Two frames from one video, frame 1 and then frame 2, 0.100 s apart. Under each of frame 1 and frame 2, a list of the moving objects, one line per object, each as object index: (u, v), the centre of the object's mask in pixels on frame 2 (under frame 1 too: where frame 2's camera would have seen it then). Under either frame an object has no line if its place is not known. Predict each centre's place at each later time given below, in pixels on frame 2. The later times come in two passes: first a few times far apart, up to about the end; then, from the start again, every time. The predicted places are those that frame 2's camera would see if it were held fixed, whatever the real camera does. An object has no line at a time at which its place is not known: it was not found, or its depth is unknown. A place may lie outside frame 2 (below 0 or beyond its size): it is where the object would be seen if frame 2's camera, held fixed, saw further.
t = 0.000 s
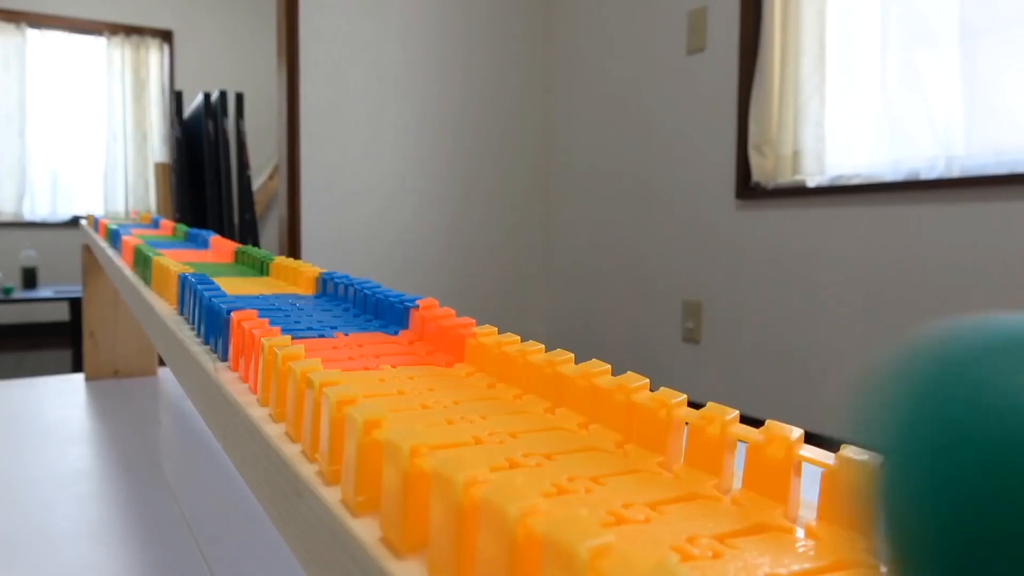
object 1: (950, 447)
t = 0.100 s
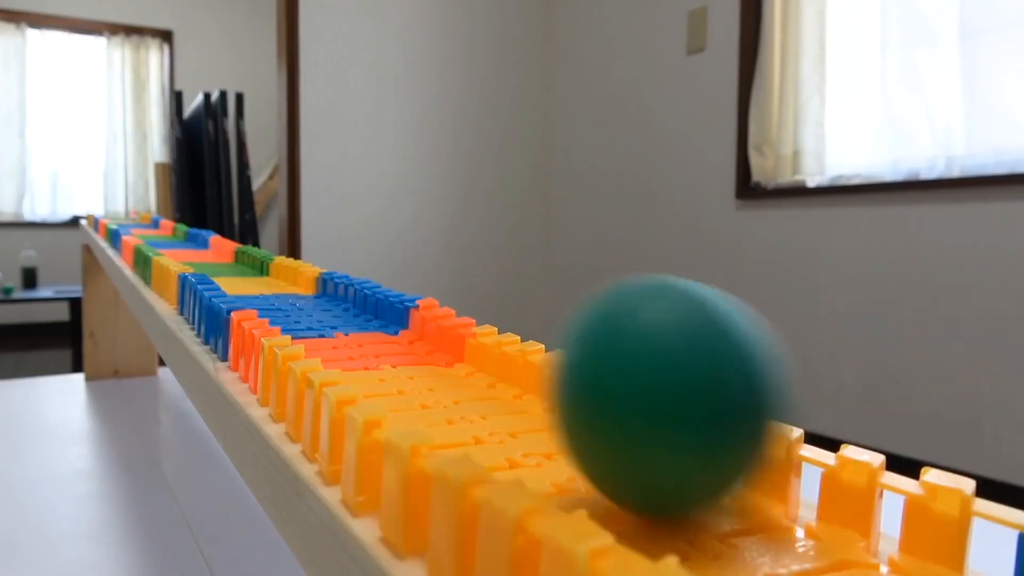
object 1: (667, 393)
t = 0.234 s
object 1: (457, 319)
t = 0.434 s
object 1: (312, 269)
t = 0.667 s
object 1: (236, 248)
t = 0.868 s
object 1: (197, 236)
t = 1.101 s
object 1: (169, 227)
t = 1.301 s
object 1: (154, 221)
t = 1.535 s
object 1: (140, 217)
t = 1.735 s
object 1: (131, 214)
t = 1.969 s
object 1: (122, 211)
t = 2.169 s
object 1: (119, 208)
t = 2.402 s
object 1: (122, 209)
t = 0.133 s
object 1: (602, 370)
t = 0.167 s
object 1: (553, 348)
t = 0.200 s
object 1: (502, 331)
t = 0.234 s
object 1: (457, 319)
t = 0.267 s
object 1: (422, 309)
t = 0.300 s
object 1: (395, 300)
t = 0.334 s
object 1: (371, 290)
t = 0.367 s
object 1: (349, 280)
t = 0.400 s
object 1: (329, 274)
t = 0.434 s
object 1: (312, 269)
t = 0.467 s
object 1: (297, 263)
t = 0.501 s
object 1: (285, 259)
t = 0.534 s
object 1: (275, 256)
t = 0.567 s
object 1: (264, 254)
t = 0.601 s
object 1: (254, 252)
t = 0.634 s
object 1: (244, 249)
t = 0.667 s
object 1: (236, 248)
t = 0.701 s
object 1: (229, 246)
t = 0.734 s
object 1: (222, 243)
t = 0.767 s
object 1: (215, 242)
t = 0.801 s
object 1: (209, 240)
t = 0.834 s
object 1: (202, 237)
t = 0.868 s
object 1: (197, 236)
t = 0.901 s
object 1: (193, 233)
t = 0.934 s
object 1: (189, 233)
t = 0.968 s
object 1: (184, 232)
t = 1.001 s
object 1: (180, 230)
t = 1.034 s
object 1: (175, 229)
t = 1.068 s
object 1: (172, 228)
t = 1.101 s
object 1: (169, 227)
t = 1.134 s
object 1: (166, 225)
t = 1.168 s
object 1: (164, 224)
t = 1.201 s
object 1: (161, 223)
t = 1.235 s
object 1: (158, 221)
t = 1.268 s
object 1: (156, 220)
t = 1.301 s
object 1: (154, 221)
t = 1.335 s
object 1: (153, 221)
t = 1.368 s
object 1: (151, 220)
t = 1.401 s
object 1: (148, 220)
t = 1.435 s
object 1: (147, 220)
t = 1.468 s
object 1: (144, 219)
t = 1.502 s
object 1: (142, 218)
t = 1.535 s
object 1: (140, 217)
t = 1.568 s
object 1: (139, 217)
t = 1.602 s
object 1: (138, 216)
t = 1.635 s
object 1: (136, 215)
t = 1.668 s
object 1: (135, 215)
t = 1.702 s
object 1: (133, 215)
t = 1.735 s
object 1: (131, 214)
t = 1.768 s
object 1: (129, 213)
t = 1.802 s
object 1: (127, 213)
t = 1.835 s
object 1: (125, 212)
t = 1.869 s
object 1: (124, 212)
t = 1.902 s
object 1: (124, 212)
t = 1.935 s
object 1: (123, 211)
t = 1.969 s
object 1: (122, 211)
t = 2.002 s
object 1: (121, 210)
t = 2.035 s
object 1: (120, 210)
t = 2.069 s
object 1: (119, 209)
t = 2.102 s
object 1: (118, 209)
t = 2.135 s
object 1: (118, 209)
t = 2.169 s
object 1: (119, 208)
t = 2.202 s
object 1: (120, 209)
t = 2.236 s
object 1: (121, 209)
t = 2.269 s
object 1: (122, 209)
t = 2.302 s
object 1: (121, 209)
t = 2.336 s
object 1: (122, 209)
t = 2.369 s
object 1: (122, 209)
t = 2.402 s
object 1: (122, 209)
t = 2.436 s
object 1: (122, 208)
